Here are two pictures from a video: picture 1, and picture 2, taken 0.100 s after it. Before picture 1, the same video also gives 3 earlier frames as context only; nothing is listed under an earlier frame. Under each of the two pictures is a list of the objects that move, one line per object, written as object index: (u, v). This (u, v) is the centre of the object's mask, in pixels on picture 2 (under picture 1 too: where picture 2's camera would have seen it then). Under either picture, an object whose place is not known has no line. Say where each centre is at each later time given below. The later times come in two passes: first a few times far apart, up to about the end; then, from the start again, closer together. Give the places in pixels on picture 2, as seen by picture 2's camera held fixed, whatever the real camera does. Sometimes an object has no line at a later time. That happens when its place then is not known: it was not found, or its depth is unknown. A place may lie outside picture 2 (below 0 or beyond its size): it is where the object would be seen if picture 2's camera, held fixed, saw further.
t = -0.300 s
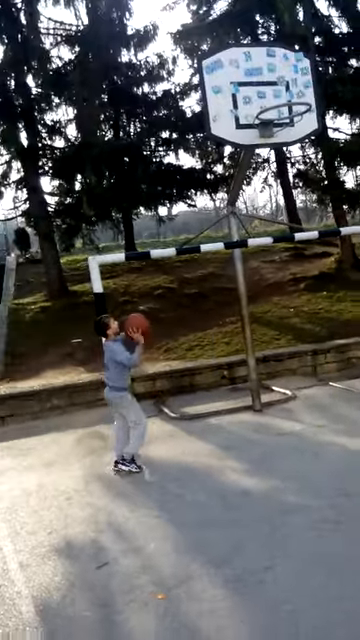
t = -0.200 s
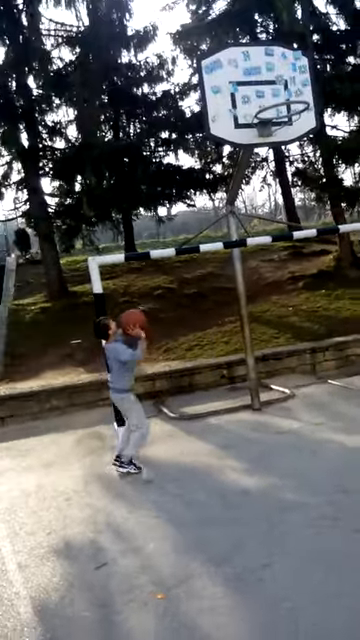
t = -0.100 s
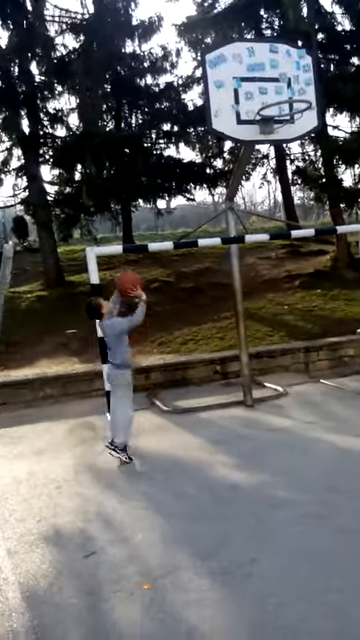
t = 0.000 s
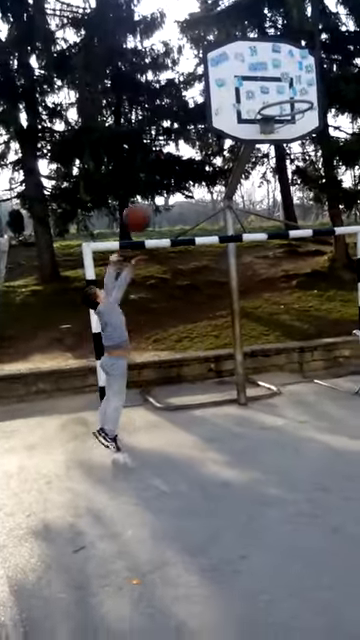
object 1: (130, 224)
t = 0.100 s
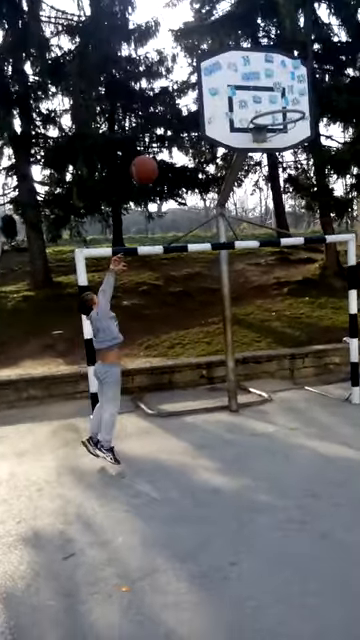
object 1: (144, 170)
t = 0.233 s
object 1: (168, 112)
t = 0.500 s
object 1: (210, 63)
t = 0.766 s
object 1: (265, 88)
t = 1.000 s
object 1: (303, 171)
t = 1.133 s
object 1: (327, 238)
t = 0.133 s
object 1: (149, 155)
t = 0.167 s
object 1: (156, 138)
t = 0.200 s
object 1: (163, 126)
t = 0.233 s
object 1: (168, 112)
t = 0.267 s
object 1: (173, 102)
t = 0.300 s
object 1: (178, 93)
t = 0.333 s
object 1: (182, 84)
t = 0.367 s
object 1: (187, 75)
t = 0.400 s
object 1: (192, 66)
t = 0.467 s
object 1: (204, 64)
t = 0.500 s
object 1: (210, 63)
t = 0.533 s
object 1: (216, 61)
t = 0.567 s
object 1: (222, 60)
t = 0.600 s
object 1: (228, 61)
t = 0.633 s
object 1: (239, 65)
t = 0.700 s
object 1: (251, 76)
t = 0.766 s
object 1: (265, 88)
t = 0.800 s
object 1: (272, 97)
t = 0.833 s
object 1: (277, 107)
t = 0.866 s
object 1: (283, 116)
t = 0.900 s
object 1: (288, 128)
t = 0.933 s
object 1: (294, 139)
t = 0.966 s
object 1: (299, 153)
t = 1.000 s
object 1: (303, 171)
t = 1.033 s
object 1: (309, 185)
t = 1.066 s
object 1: (316, 202)
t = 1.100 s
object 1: (322, 220)
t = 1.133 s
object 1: (327, 238)
